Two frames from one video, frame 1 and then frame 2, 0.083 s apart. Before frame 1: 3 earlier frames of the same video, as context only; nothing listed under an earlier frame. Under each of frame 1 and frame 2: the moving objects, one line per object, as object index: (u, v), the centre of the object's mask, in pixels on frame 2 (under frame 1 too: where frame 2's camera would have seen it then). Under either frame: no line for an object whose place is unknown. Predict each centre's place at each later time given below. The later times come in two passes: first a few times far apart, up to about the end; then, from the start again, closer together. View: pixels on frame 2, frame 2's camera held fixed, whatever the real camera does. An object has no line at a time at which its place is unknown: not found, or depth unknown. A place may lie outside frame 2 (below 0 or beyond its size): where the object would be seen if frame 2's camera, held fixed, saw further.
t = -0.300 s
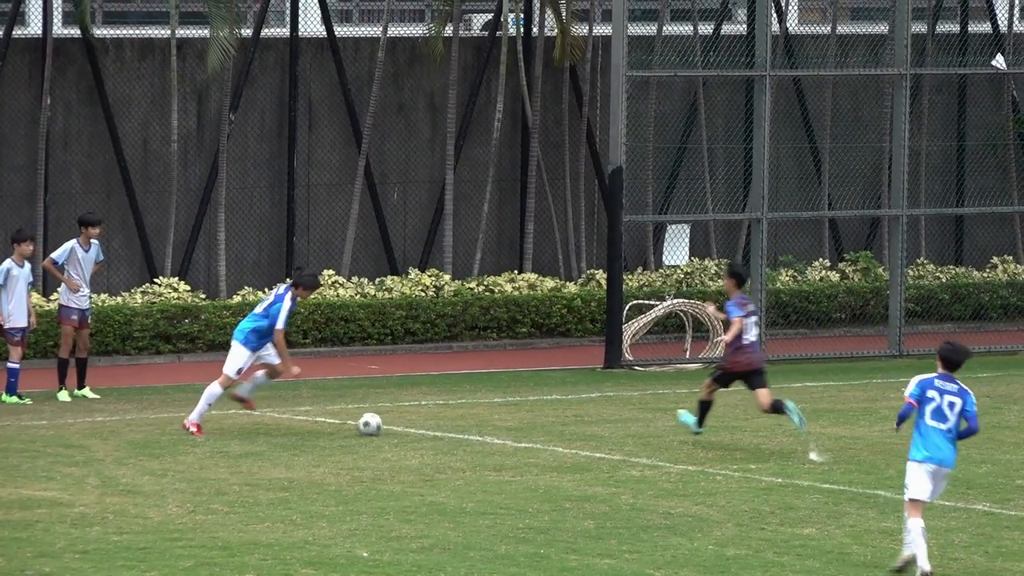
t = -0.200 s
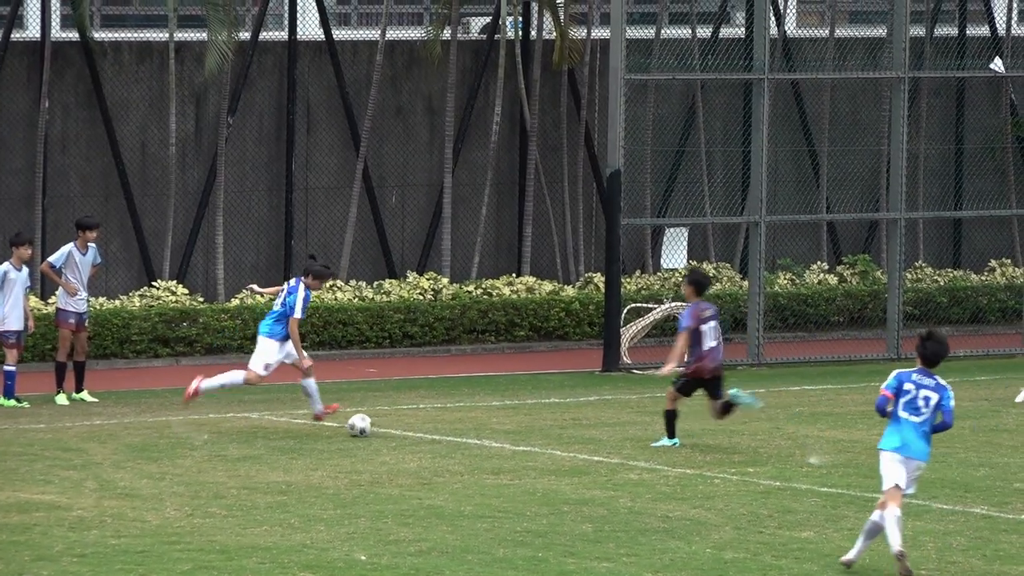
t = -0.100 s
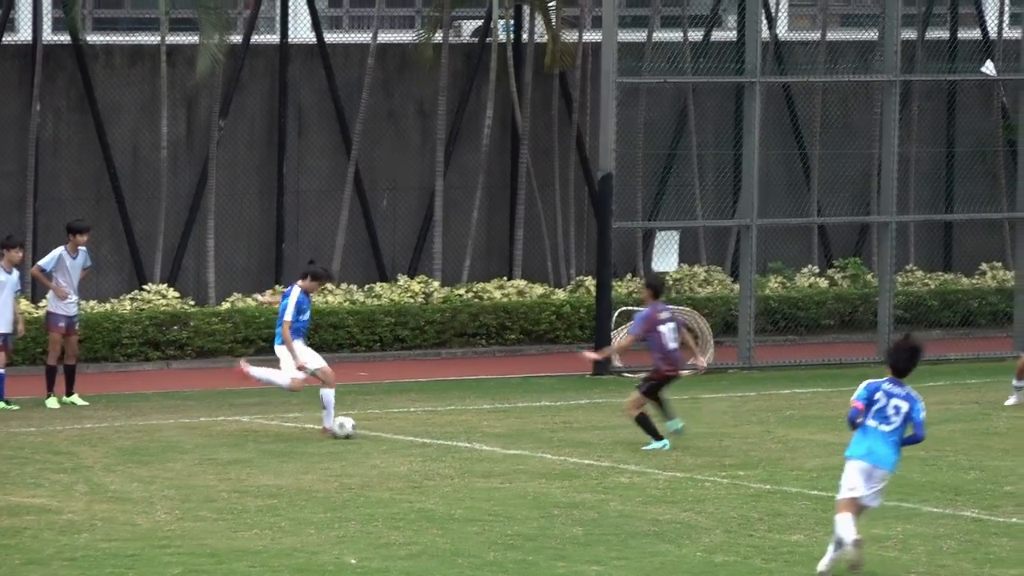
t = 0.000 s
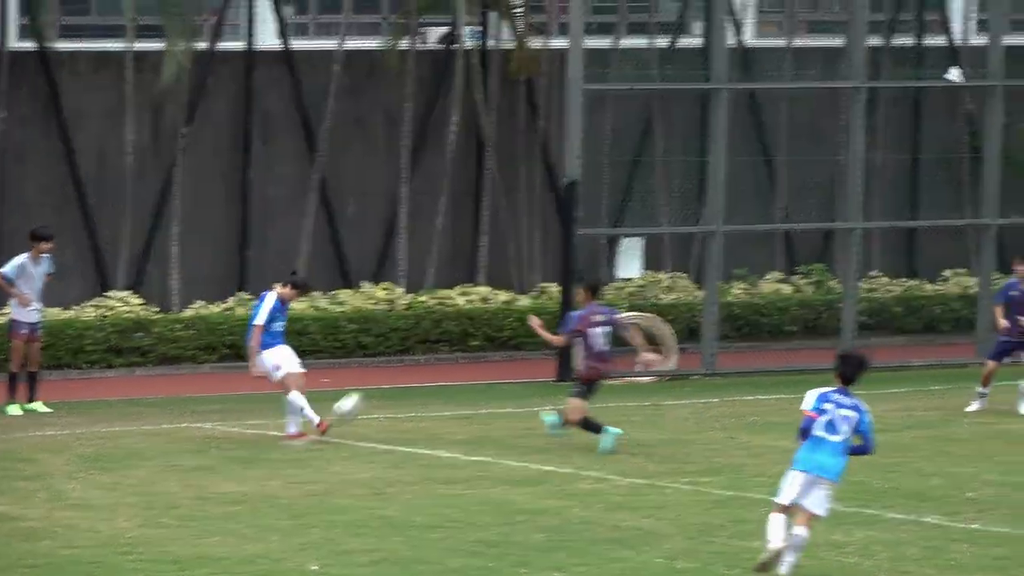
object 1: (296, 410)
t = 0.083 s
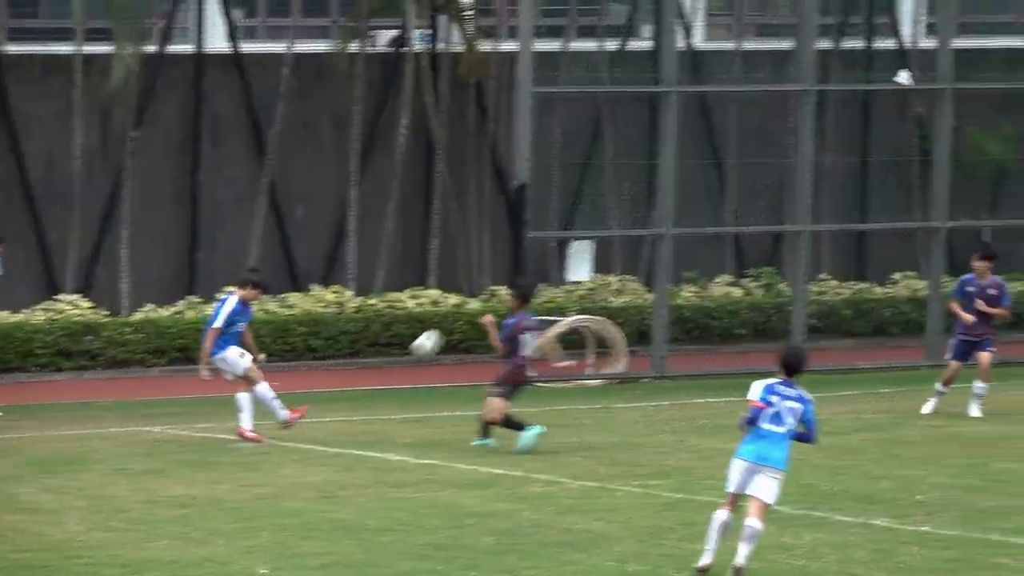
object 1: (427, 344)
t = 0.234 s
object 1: (646, 245)
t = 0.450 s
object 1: (948, 133)
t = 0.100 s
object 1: (452, 332)
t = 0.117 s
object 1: (474, 319)
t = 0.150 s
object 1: (528, 295)
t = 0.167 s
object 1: (549, 283)
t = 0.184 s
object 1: (575, 273)
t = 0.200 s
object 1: (599, 263)
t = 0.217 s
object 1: (622, 254)
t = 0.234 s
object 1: (646, 245)
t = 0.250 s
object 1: (671, 234)
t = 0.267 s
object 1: (694, 224)
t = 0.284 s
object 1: (717, 215)
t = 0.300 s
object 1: (741, 206)
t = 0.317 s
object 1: (763, 197)
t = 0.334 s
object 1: (786, 189)
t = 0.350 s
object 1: (810, 180)
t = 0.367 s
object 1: (833, 172)
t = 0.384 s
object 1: (855, 164)
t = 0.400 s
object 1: (879, 156)
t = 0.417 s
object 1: (902, 149)
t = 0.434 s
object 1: (925, 141)
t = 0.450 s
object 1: (948, 133)
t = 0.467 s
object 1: (970, 126)
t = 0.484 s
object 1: (993, 119)
